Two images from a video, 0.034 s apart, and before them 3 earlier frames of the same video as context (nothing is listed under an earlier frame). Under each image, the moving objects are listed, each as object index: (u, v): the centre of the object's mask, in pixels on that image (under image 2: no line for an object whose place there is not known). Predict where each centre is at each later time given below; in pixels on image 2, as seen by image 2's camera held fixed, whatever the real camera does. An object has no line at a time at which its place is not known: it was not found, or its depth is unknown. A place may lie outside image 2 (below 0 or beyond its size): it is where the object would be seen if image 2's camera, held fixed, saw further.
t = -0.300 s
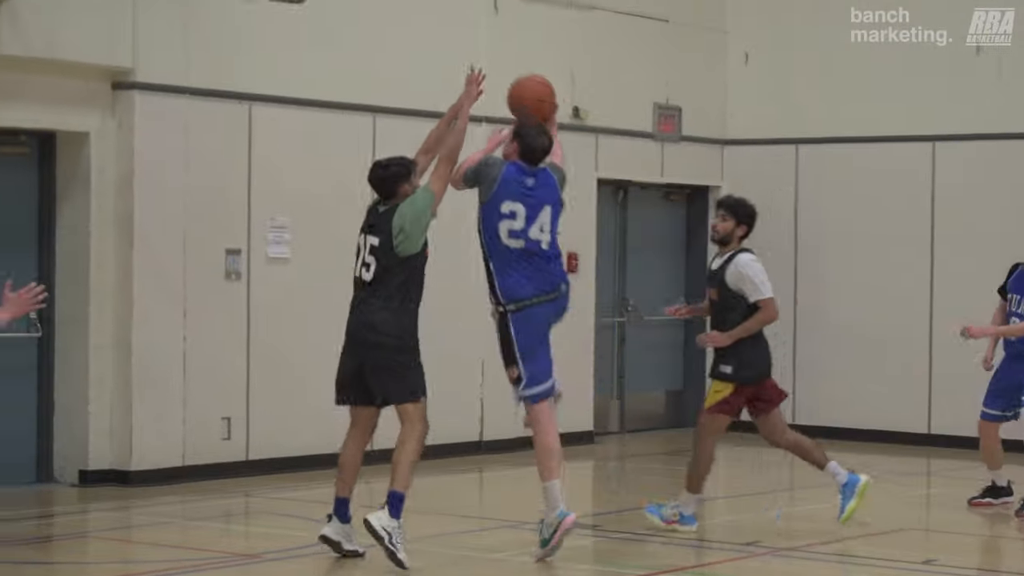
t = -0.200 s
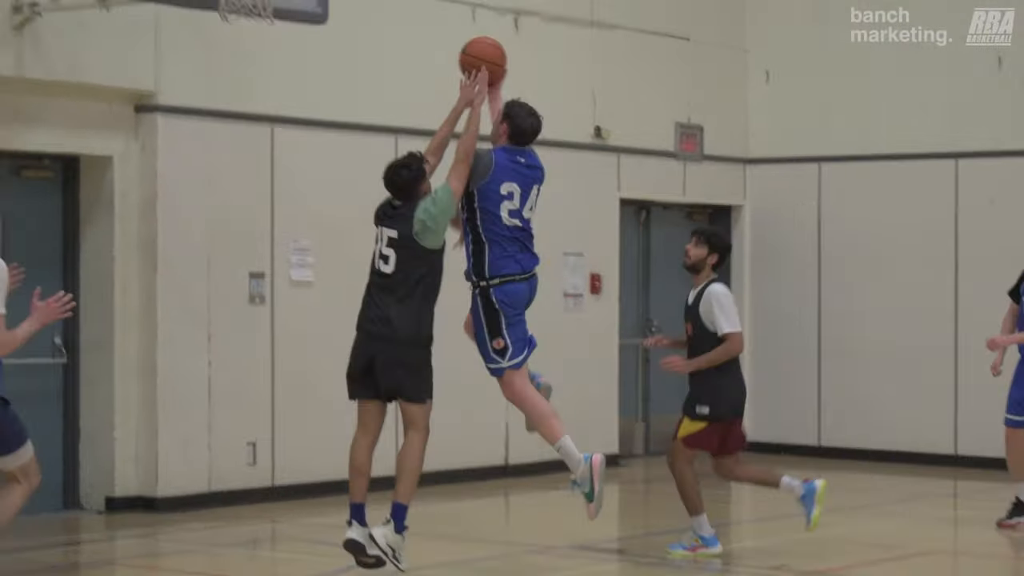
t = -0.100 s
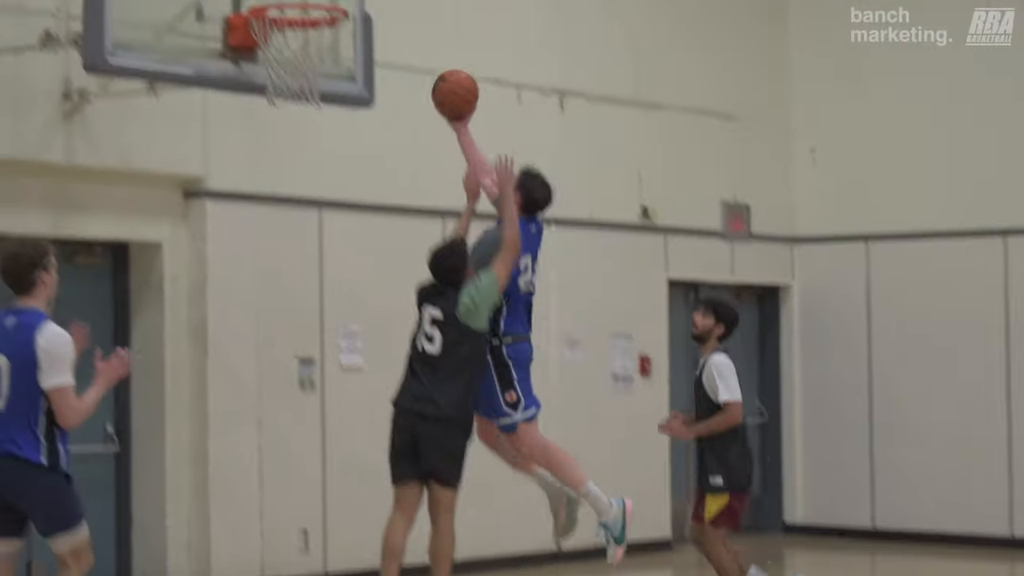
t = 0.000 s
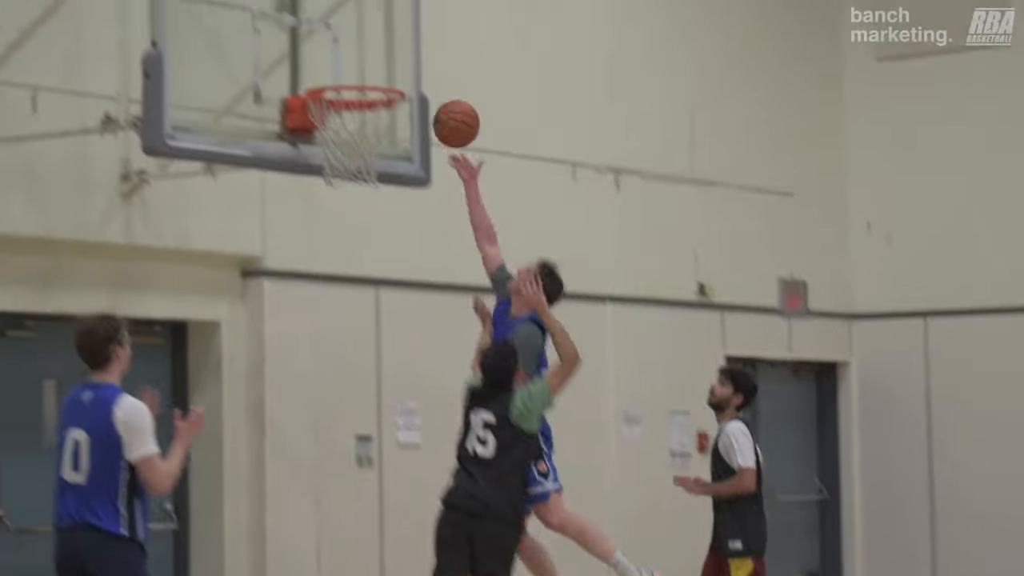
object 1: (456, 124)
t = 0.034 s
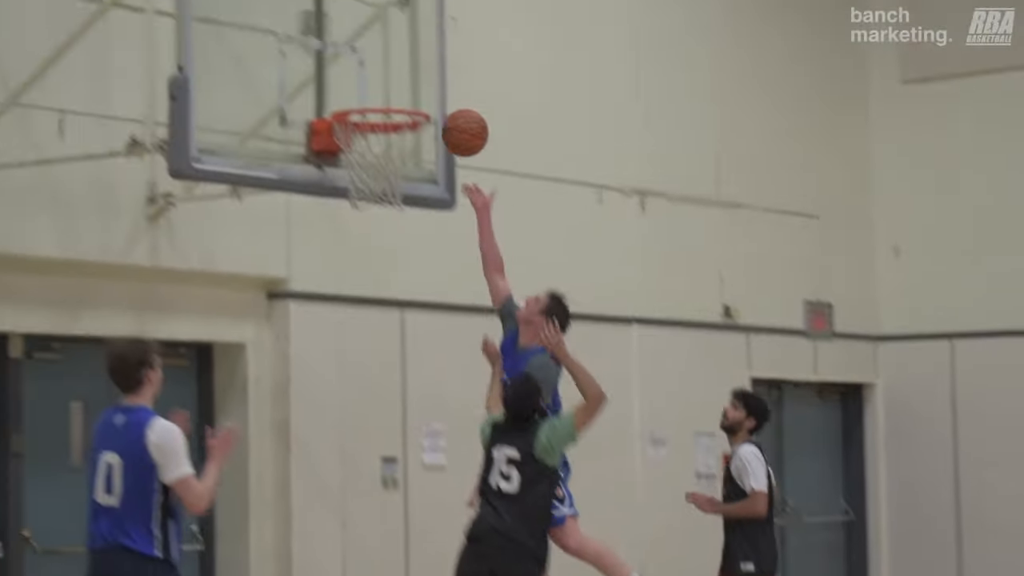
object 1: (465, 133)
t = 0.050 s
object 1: (456, 127)
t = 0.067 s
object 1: (448, 121)
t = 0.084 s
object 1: (440, 116)
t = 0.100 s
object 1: (433, 111)
